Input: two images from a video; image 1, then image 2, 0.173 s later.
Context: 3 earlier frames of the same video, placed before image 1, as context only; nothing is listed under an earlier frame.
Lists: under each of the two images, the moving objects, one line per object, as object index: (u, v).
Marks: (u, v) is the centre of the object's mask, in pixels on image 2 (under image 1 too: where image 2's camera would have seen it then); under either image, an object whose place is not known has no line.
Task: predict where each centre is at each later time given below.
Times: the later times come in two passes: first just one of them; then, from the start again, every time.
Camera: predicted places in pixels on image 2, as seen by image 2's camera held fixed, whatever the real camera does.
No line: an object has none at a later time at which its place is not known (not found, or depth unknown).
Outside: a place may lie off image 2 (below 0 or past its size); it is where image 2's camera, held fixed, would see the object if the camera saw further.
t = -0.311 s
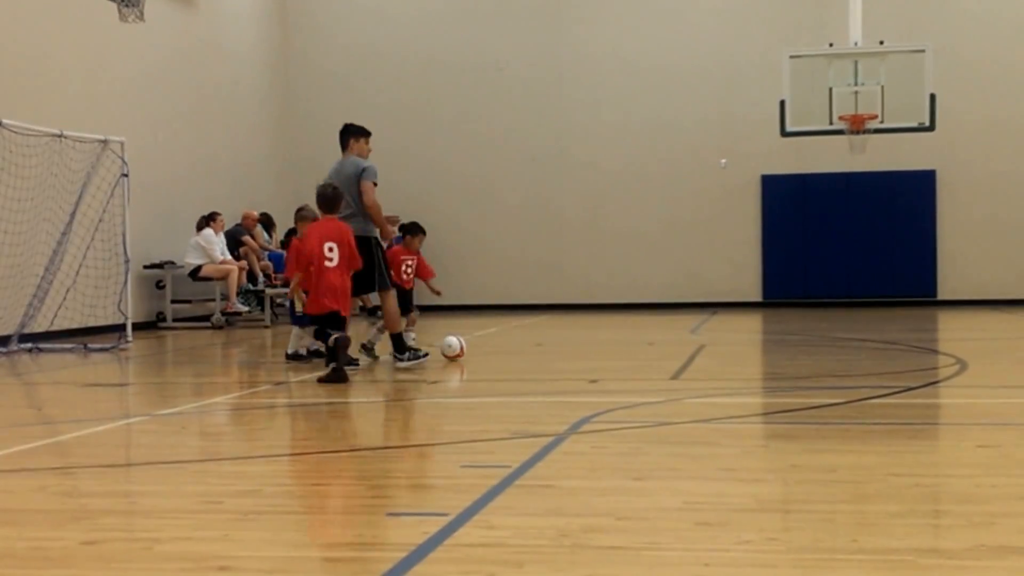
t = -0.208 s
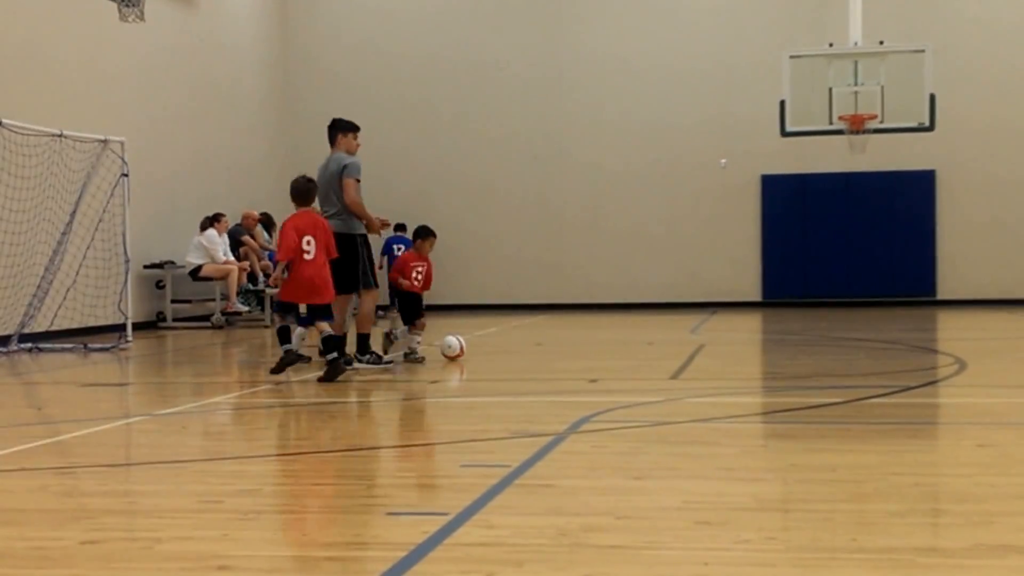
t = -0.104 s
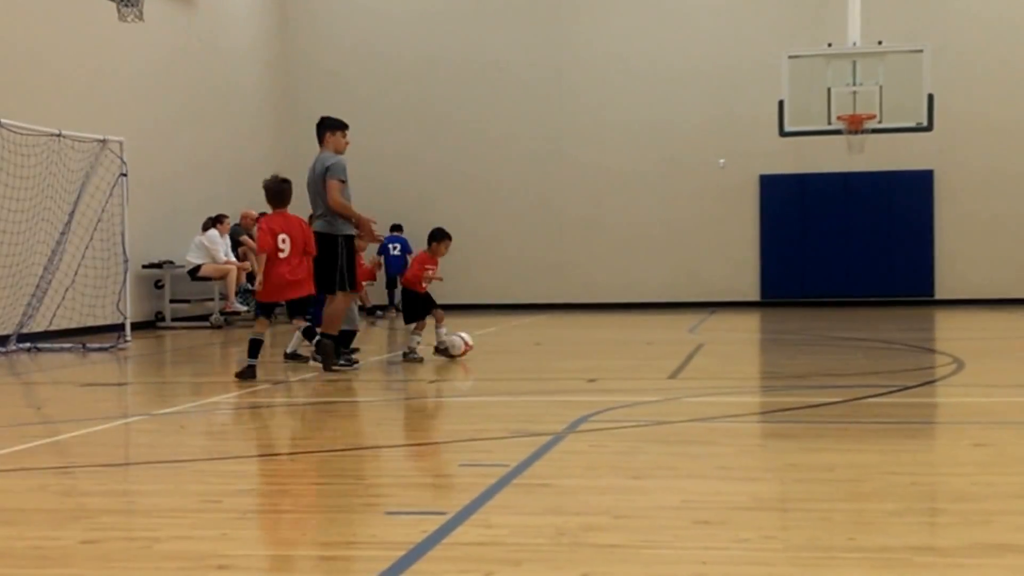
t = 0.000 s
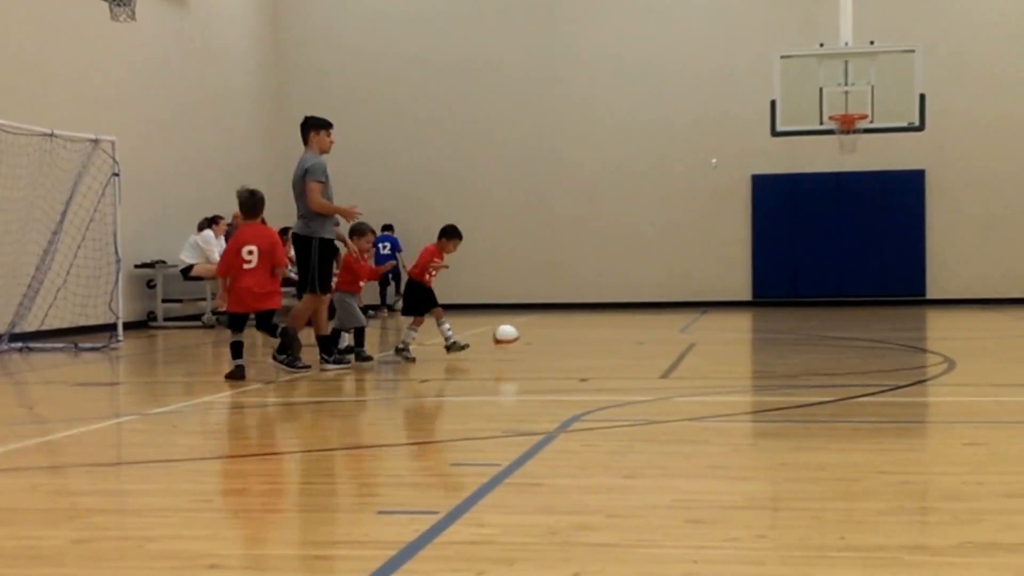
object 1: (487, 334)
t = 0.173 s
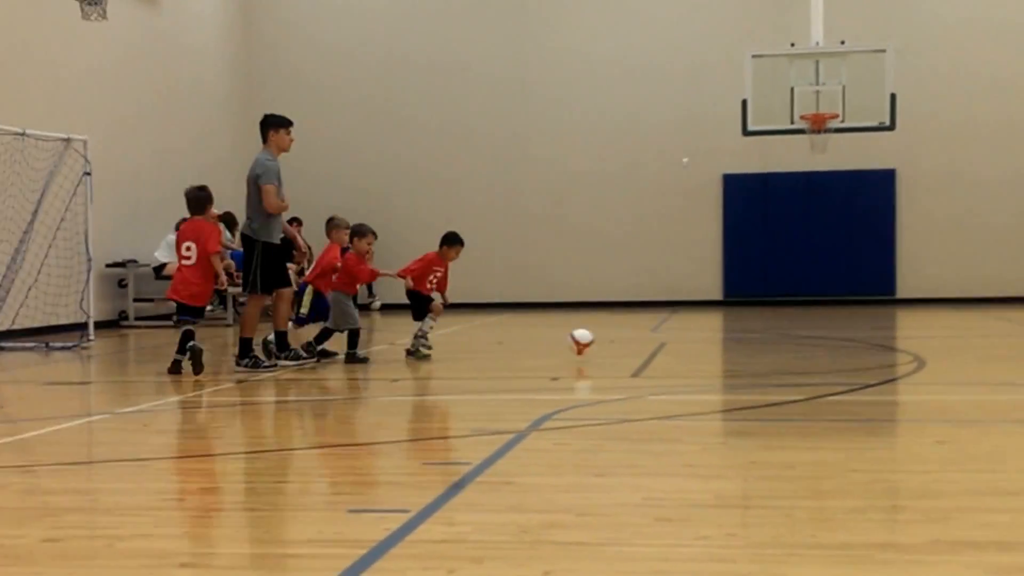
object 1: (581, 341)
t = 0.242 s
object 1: (604, 342)
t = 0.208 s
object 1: (592, 340)
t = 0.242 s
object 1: (604, 342)
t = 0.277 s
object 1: (616, 344)
